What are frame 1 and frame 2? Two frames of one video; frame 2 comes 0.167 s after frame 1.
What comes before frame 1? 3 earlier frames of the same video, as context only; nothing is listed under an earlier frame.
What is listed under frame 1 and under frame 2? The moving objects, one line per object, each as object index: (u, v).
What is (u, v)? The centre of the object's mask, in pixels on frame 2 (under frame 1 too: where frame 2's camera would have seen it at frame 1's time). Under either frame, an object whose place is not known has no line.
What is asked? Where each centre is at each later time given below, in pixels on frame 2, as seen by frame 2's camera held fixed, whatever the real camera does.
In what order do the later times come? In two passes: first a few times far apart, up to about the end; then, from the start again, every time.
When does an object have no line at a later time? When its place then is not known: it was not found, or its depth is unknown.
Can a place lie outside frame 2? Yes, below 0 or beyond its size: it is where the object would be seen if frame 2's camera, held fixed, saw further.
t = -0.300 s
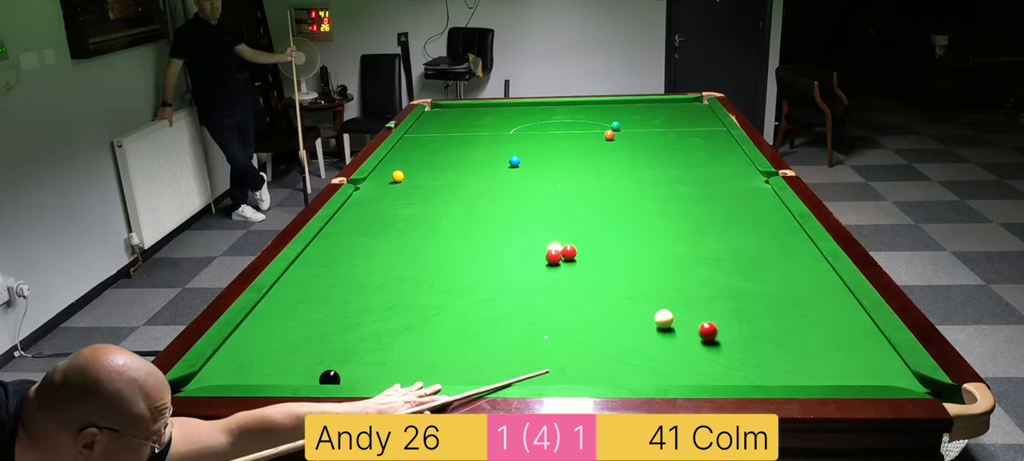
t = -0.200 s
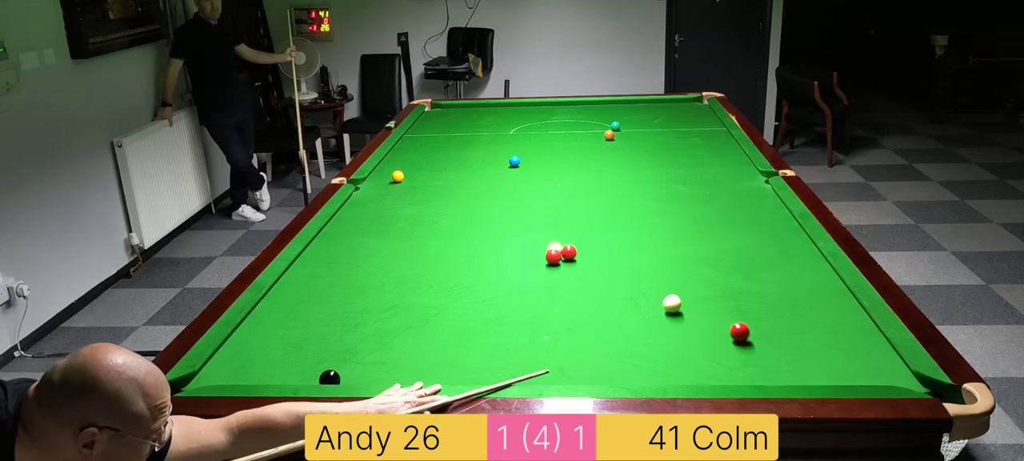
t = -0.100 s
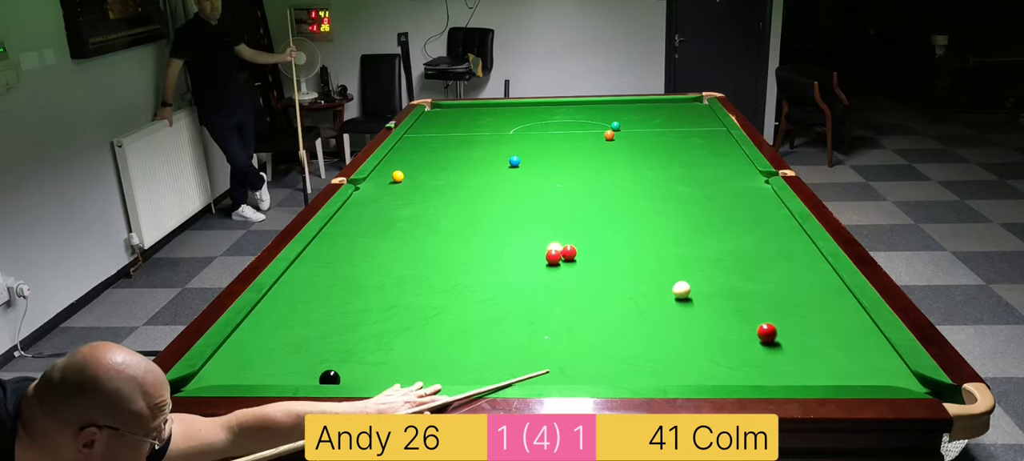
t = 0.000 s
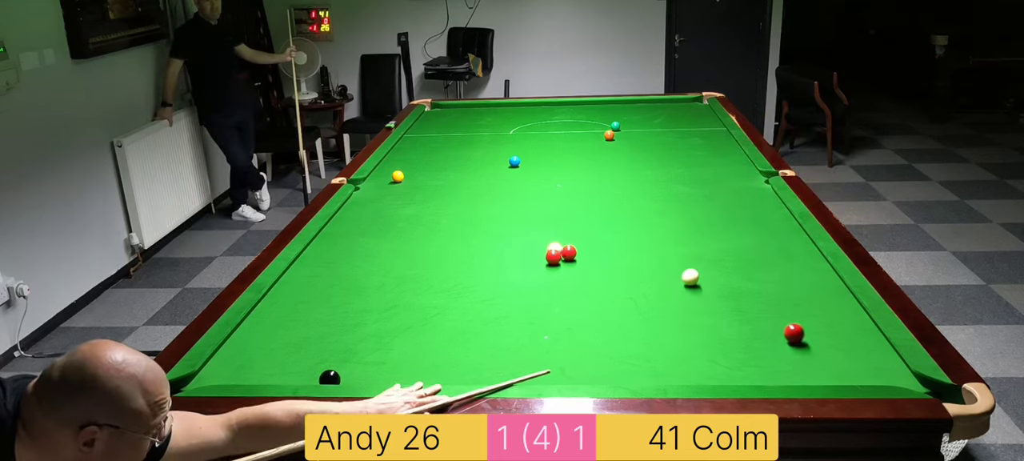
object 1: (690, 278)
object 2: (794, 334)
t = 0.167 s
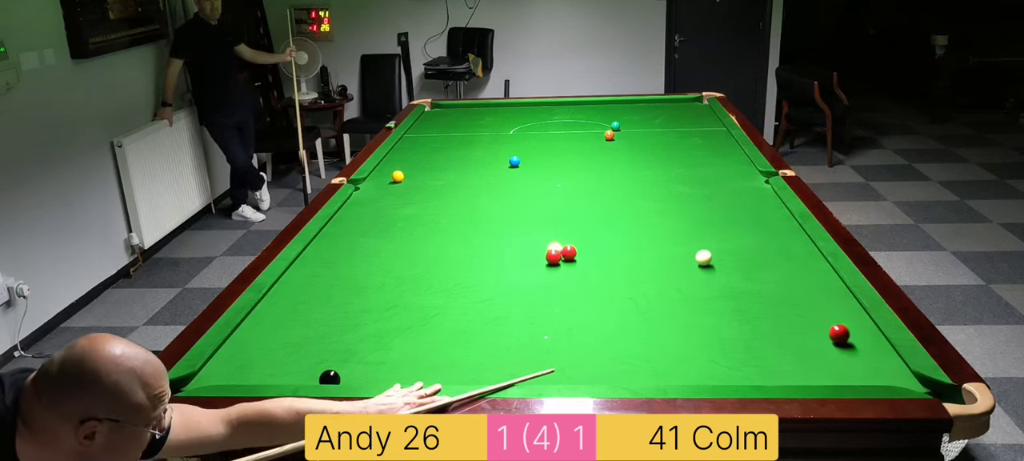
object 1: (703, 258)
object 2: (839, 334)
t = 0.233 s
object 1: (708, 251)
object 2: (857, 335)
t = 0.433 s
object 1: (721, 232)
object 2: (850, 335)
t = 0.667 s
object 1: (735, 212)
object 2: (813, 335)
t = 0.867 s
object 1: (745, 198)
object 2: (783, 336)
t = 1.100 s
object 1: (754, 182)
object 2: (750, 336)
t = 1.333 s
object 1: (751, 174)
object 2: (719, 336)
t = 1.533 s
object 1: (726, 176)
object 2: (694, 336)
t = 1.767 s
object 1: (698, 178)
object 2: (666, 337)
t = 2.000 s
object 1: (672, 180)
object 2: (641, 337)
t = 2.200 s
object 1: (649, 181)
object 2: (620, 337)
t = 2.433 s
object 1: (624, 183)
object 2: (598, 337)
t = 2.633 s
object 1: (604, 184)
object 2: (580, 337)
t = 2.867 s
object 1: (581, 186)
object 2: (561, 337)
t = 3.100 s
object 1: (559, 188)
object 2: (544, 336)
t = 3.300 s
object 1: (540, 189)
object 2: (531, 337)
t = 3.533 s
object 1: (520, 191)
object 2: (517, 336)
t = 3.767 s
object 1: (501, 192)
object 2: (505, 336)
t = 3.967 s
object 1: (485, 194)
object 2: (496, 336)
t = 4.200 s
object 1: (467, 195)
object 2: (487, 336)
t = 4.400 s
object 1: (453, 196)
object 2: (481, 335)
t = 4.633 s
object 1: (437, 198)
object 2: (475, 335)
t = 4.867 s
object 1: (423, 199)
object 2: (471, 335)
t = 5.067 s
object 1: (412, 200)
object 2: (469, 335)
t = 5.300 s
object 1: (399, 201)
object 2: (468, 335)
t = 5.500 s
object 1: (389, 202)
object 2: (468, 335)
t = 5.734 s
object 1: (378, 202)
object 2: (468, 335)
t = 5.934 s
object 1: (370, 203)
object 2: (468, 335)
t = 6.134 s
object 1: (363, 204)
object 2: (468, 335)
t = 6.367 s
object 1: (355, 205)
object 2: (468, 335)
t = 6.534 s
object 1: (350, 205)
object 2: (468, 335)
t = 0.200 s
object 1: (706, 254)
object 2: (848, 335)
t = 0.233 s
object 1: (708, 251)
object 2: (857, 335)
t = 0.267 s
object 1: (711, 248)
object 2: (866, 335)
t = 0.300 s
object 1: (713, 244)
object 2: (875, 335)
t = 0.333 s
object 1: (715, 241)
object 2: (868, 335)
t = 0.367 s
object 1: (717, 238)
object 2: (861, 335)
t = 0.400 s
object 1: (719, 235)
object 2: (855, 335)
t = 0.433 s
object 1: (721, 232)
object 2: (850, 335)
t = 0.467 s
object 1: (723, 228)
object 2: (844, 335)
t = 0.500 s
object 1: (725, 226)
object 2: (839, 335)
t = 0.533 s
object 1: (727, 223)
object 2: (834, 335)
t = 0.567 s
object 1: (729, 220)
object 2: (829, 335)
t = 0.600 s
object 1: (731, 217)
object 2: (823, 335)
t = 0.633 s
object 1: (733, 215)
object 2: (818, 335)
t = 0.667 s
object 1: (735, 212)
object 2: (813, 335)
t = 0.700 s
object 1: (736, 210)
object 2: (808, 336)
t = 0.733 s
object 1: (738, 207)
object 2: (803, 336)
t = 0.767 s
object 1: (740, 205)
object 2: (798, 336)
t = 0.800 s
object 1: (741, 202)
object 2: (793, 336)
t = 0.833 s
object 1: (743, 200)
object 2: (788, 336)
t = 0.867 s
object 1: (745, 198)
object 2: (783, 336)
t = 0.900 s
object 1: (746, 195)
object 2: (778, 336)
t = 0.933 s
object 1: (747, 193)
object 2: (774, 336)
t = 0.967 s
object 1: (749, 191)
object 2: (769, 336)
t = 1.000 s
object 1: (750, 189)
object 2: (764, 336)
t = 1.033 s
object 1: (752, 187)
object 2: (759, 336)
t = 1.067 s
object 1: (753, 185)
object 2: (755, 336)
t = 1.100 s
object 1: (754, 182)
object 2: (750, 336)
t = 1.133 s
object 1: (756, 180)
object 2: (746, 336)
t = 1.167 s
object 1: (757, 178)
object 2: (741, 336)
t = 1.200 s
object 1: (759, 177)
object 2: (737, 336)
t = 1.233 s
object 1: (760, 175)
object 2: (732, 336)
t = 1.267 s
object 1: (760, 173)
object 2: (728, 336)
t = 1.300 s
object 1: (755, 174)
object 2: (724, 336)
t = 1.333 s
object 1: (751, 174)
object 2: (719, 336)
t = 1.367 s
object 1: (746, 175)
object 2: (715, 336)
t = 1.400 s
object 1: (742, 175)
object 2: (710, 336)
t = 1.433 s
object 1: (738, 175)
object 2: (706, 336)
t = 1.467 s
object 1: (734, 176)
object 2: (702, 336)
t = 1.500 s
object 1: (730, 176)
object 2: (698, 336)
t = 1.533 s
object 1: (726, 176)
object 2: (694, 336)
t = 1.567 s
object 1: (722, 176)
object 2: (690, 337)
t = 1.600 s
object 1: (718, 177)
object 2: (686, 336)
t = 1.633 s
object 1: (714, 177)
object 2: (682, 337)
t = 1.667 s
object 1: (710, 177)
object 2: (678, 337)
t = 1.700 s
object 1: (706, 177)
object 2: (674, 337)
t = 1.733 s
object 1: (702, 178)
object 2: (670, 337)
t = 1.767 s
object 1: (698, 178)
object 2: (666, 337)
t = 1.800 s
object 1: (694, 178)
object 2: (663, 337)
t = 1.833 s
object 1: (690, 178)
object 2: (659, 337)
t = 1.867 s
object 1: (687, 179)
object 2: (655, 337)
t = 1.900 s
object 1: (683, 179)
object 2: (651, 337)
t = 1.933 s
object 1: (679, 179)
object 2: (648, 337)
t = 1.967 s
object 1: (675, 179)
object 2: (644, 337)
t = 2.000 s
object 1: (672, 180)
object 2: (641, 337)
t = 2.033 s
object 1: (668, 180)
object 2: (637, 337)
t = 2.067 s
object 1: (664, 180)
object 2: (633, 337)
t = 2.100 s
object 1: (660, 180)
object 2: (630, 337)
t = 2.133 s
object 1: (657, 181)
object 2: (627, 337)
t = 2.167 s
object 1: (653, 181)
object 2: (623, 337)
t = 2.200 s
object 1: (649, 181)
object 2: (620, 337)
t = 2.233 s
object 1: (646, 182)
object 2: (617, 337)
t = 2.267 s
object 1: (642, 182)
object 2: (613, 337)
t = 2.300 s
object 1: (639, 182)
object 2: (610, 337)
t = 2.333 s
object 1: (635, 182)
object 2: (607, 337)
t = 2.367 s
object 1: (631, 183)
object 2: (604, 337)
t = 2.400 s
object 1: (628, 183)
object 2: (601, 337)
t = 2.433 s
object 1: (624, 183)
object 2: (598, 337)
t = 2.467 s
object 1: (621, 183)
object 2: (595, 337)
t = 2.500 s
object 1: (617, 183)
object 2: (592, 337)
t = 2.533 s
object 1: (614, 184)
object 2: (589, 337)
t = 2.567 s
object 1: (611, 184)
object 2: (586, 337)
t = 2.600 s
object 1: (607, 184)
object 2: (583, 337)
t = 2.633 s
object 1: (604, 184)
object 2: (580, 337)
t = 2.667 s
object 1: (600, 185)
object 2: (577, 337)
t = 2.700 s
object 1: (597, 185)
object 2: (574, 337)
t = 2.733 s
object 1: (594, 185)
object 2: (572, 337)
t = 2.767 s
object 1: (590, 185)
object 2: (569, 337)
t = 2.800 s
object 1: (587, 186)
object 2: (566, 337)
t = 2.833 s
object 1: (584, 186)
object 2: (564, 337)
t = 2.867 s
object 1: (581, 186)
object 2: (561, 337)
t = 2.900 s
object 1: (578, 187)
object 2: (559, 337)
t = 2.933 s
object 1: (574, 187)
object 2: (556, 337)
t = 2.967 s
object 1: (571, 187)
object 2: (554, 337)
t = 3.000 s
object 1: (568, 187)
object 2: (551, 337)
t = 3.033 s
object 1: (565, 187)
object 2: (549, 337)
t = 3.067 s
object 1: (562, 188)
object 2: (546, 337)
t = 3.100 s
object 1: (559, 188)
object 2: (544, 336)
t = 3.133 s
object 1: (555, 188)
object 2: (542, 336)
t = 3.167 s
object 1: (552, 188)
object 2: (540, 337)
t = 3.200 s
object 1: (549, 189)
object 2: (537, 337)
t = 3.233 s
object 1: (546, 189)
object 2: (535, 336)
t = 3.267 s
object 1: (543, 189)
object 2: (533, 336)
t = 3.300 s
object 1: (540, 189)
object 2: (531, 337)
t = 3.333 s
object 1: (537, 190)
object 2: (529, 337)
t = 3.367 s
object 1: (535, 190)
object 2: (527, 337)
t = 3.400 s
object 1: (532, 190)
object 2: (525, 336)
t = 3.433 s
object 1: (529, 190)
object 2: (523, 336)
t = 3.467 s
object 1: (526, 191)
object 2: (521, 337)
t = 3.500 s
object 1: (523, 191)
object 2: (519, 336)
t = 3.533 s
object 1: (520, 191)
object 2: (517, 336)
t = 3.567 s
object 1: (517, 191)
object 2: (515, 336)
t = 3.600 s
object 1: (514, 191)
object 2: (514, 336)
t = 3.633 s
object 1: (511, 192)
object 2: (512, 336)
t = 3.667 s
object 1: (509, 192)
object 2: (510, 336)
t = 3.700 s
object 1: (506, 192)
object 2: (508, 336)
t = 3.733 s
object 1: (503, 192)
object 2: (507, 336)
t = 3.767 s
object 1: (501, 192)
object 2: (505, 336)
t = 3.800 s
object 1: (498, 193)
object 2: (504, 336)
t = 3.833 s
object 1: (495, 193)
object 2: (502, 336)
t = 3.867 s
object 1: (493, 193)
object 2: (500, 336)
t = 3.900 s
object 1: (490, 193)
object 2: (499, 336)
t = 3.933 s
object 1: (487, 194)
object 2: (497, 336)
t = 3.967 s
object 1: (485, 194)
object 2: (496, 336)
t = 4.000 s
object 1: (482, 194)
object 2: (495, 336)
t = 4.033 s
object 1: (480, 194)
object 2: (493, 336)
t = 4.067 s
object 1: (477, 194)
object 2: (492, 336)
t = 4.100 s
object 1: (475, 195)
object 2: (491, 336)
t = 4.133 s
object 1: (472, 195)
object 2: (489, 336)
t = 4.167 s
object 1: (470, 195)
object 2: (488, 336)
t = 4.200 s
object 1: (467, 195)
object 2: (487, 336)
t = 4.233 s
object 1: (465, 195)
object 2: (486, 336)
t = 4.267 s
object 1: (462, 196)
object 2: (485, 336)
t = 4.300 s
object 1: (460, 196)
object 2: (484, 336)
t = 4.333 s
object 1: (458, 196)
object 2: (483, 336)
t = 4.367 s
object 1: (455, 196)
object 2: (482, 336)
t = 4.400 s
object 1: (453, 196)
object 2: (481, 335)
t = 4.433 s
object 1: (451, 196)
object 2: (480, 335)
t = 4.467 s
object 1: (448, 197)
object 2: (479, 335)
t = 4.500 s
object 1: (446, 197)
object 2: (478, 335)
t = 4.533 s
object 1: (444, 197)
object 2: (478, 335)
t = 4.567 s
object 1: (442, 197)
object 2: (477, 335)
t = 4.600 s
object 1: (440, 197)
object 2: (476, 335)
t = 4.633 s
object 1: (437, 198)
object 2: (475, 335)
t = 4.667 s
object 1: (435, 198)
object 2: (475, 335)
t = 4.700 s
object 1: (433, 198)
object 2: (474, 335)
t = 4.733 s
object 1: (431, 198)
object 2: (473, 335)
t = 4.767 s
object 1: (429, 198)
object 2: (473, 335)
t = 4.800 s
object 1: (427, 198)
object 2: (472, 335)
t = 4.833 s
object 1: (425, 199)
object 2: (472, 335)
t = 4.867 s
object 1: (423, 199)
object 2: (471, 335)
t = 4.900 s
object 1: (421, 199)
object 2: (471, 335)
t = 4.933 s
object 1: (419, 199)
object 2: (470, 335)
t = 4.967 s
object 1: (417, 199)
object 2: (470, 335)
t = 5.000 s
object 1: (415, 200)
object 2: (470, 335)
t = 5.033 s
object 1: (413, 200)
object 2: (470, 335)
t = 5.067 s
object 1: (412, 200)
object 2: (469, 335)
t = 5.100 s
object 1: (410, 200)
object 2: (469, 335)
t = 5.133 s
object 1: (408, 200)
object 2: (469, 335)
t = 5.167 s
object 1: (406, 200)
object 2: (468, 335)
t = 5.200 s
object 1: (404, 200)
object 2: (468, 335)
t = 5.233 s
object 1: (403, 200)
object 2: (468, 335)
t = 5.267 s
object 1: (401, 201)
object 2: (468, 335)
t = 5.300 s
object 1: (399, 201)
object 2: (468, 335)
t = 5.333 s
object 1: (397, 201)
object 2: (468, 335)
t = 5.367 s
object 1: (396, 201)
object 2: (468, 335)
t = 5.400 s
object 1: (394, 201)
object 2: (468, 335)
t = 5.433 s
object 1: (392, 201)
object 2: (468, 335)
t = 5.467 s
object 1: (391, 201)
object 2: (468, 335)
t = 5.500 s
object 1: (389, 202)
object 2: (468, 335)
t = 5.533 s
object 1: (387, 202)
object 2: (468, 335)
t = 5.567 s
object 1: (386, 202)
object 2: (468, 335)
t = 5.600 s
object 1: (384, 202)
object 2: (468, 335)
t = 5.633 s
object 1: (383, 202)
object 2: (468, 335)
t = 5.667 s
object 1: (381, 202)
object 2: (468, 335)
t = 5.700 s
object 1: (380, 202)
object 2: (468, 335)
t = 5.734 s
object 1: (378, 202)
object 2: (468, 335)
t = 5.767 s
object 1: (377, 203)
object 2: (468, 335)
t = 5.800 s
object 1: (376, 203)
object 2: (468, 335)
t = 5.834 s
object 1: (374, 203)
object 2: (468, 335)
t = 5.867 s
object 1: (373, 203)
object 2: (468, 335)
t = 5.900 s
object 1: (371, 203)
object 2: (468, 335)
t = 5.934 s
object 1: (370, 203)
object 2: (468, 335)
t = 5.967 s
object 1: (369, 203)
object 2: (468, 335)
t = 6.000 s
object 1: (368, 203)
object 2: (468, 335)
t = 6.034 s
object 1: (366, 204)
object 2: (468, 335)
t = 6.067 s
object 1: (365, 204)
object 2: (468, 335)
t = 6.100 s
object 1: (364, 204)
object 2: (468, 335)
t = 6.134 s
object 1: (363, 204)
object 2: (468, 335)
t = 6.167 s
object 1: (362, 204)
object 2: (468, 335)
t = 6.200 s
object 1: (360, 204)
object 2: (468, 335)
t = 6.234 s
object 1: (359, 204)
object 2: (468, 335)
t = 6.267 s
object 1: (358, 204)
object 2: (468, 335)
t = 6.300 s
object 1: (357, 205)
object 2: (468, 335)
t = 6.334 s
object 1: (356, 205)
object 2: (468, 335)
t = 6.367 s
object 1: (355, 205)
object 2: (468, 335)
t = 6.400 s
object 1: (354, 205)
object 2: (468, 335)
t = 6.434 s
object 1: (353, 205)
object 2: (468, 335)
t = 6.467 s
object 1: (352, 205)
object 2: (468, 335)
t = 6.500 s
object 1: (351, 205)
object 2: (468, 335)
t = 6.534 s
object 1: (350, 205)
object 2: (468, 335)
